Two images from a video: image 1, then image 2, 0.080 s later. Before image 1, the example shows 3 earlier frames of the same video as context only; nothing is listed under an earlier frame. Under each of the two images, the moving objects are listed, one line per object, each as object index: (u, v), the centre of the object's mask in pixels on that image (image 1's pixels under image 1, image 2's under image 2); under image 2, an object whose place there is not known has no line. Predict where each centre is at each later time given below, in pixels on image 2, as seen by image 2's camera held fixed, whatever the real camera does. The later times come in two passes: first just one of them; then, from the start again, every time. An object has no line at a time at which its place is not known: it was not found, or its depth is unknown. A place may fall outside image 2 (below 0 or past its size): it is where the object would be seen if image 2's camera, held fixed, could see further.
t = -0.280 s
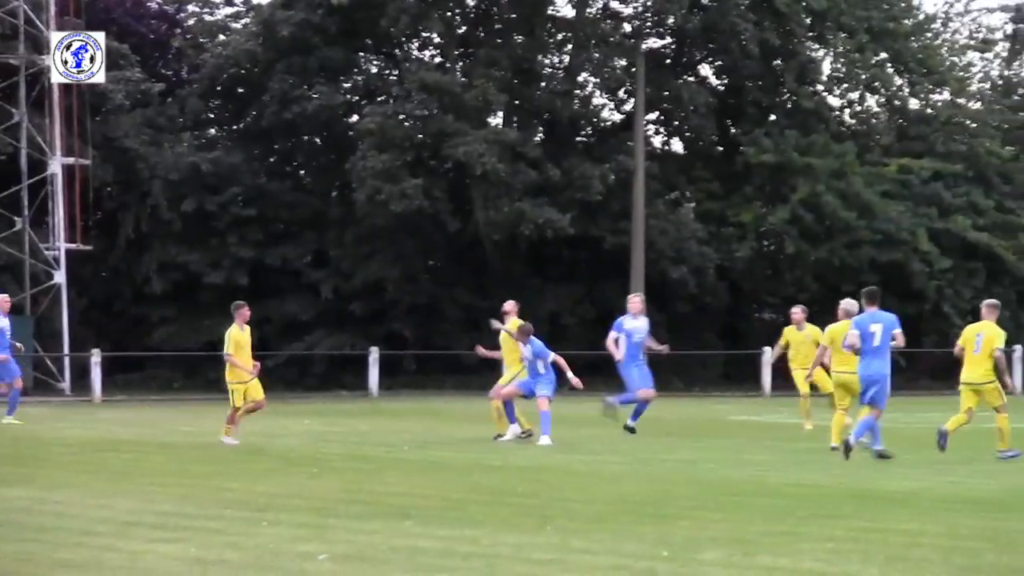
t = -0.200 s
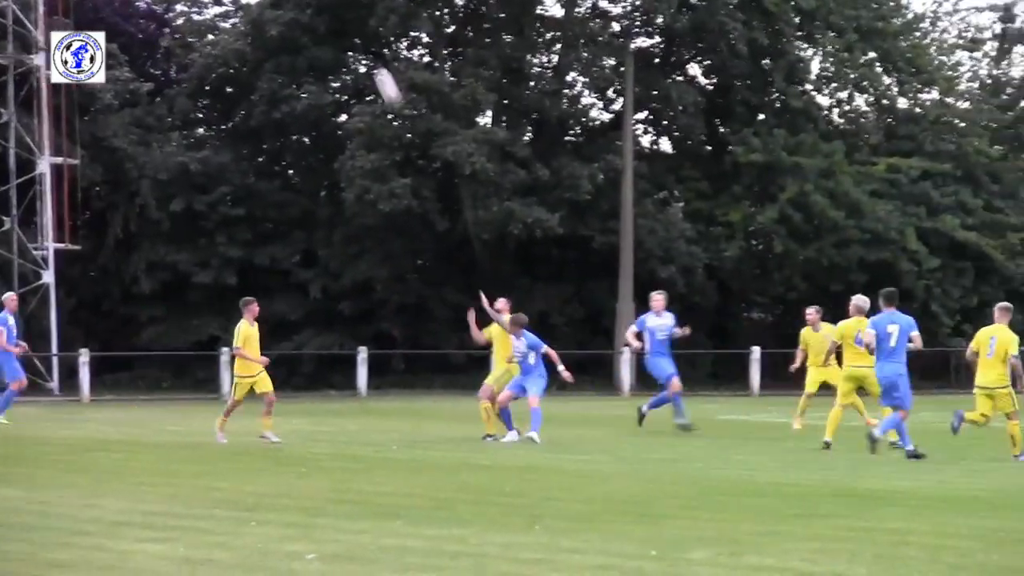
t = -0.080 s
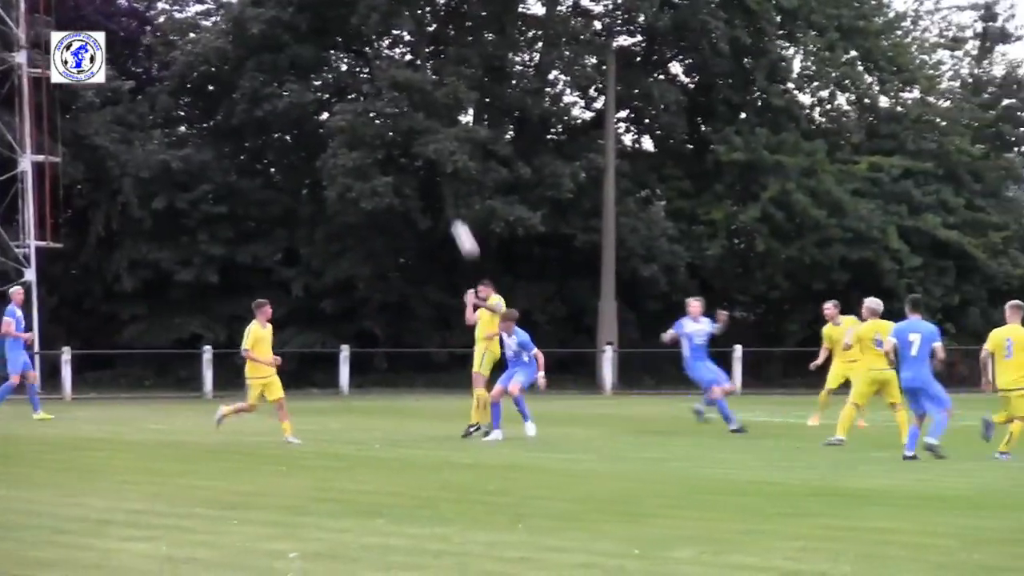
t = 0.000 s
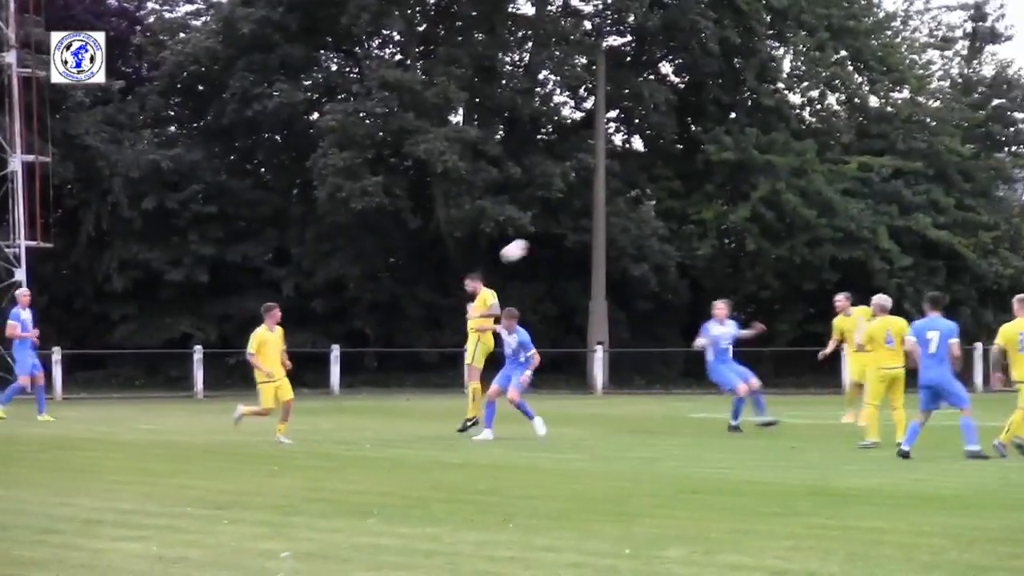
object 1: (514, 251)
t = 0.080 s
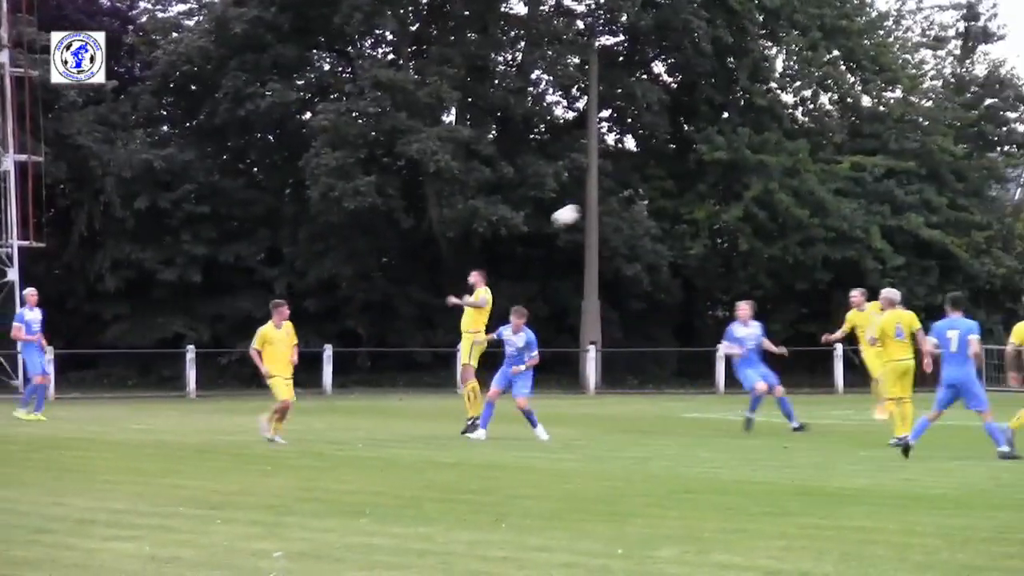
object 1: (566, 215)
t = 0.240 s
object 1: (687, 164)
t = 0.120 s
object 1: (596, 200)
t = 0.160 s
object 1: (626, 187)
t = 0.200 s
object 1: (657, 175)
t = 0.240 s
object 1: (687, 164)
